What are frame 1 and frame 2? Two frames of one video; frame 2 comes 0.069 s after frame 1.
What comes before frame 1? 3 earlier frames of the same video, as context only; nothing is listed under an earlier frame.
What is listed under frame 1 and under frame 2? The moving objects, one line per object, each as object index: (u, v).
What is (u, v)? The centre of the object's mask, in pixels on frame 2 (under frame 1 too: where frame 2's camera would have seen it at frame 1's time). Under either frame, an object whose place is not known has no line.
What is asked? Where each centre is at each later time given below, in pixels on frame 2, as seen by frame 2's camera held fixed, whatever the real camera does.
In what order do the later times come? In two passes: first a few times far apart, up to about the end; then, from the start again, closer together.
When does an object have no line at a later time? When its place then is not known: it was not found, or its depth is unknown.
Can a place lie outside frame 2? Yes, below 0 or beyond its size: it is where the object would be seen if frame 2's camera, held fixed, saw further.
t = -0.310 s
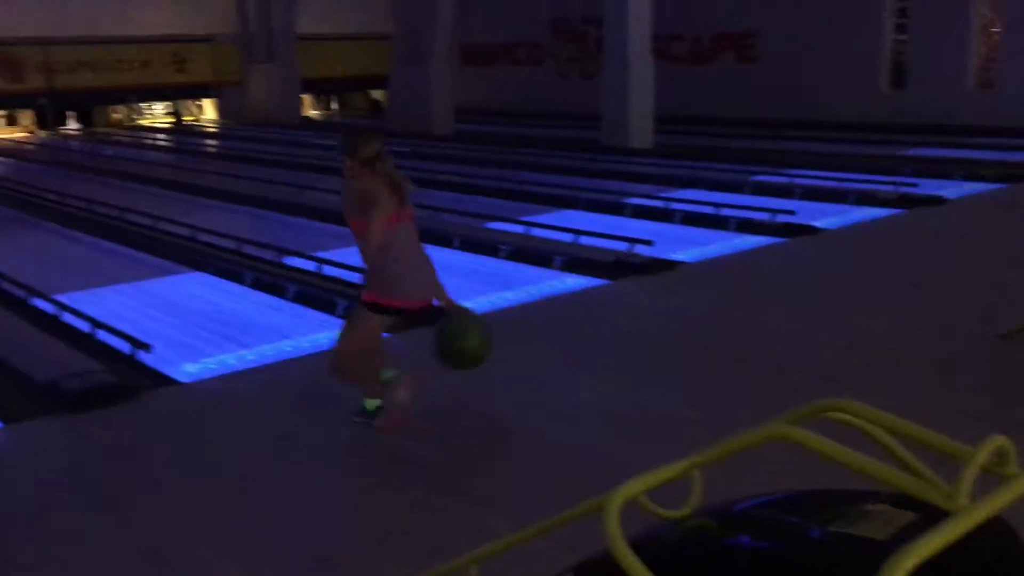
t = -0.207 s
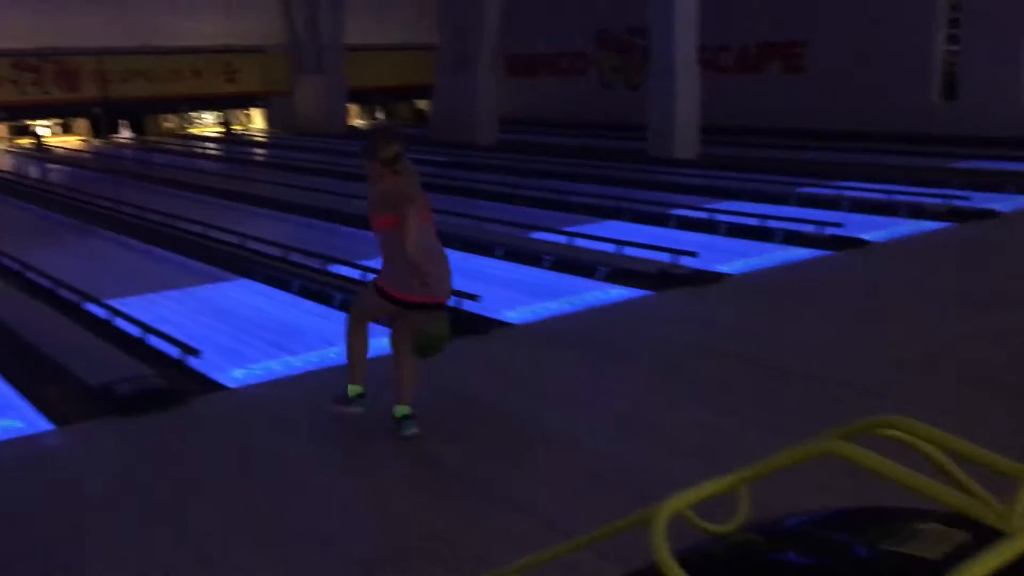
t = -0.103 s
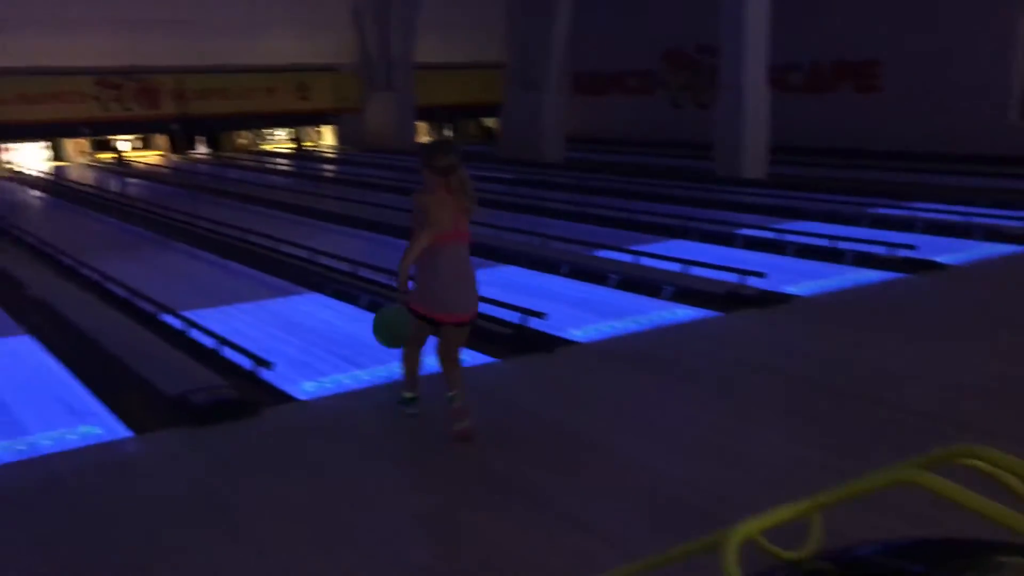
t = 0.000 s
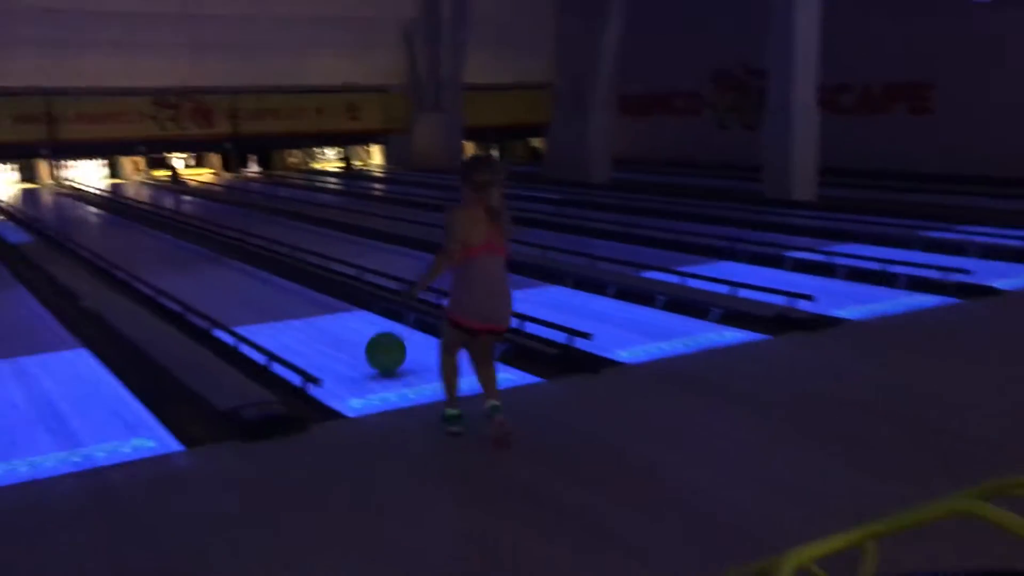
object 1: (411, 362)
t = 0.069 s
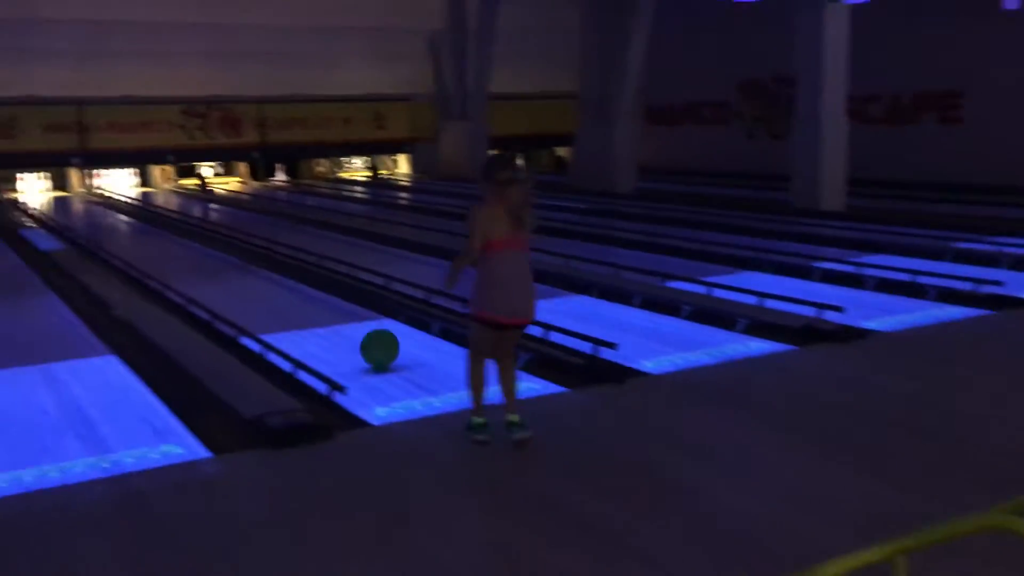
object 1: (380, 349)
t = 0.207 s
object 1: (326, 330)
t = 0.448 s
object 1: (253, 302)
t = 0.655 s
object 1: (206, 284)
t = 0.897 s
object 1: (157, 266)
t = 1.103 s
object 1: (129, 254)
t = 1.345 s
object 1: (115, 246)
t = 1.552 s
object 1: (106, 238)
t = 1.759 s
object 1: (97, 231)
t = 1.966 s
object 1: (89, 223)
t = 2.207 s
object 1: (79, 217)
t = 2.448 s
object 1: (73, 213)
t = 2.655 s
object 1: (66, 210)
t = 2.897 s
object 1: (61, 207)
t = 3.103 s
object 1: (55, 203)
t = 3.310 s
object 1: (48, 200)
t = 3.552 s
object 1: (43, 198)
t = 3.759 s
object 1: (39, 195)
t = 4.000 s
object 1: (34, 193)
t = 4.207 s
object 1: (30, 193)
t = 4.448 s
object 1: (27, 192)
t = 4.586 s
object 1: (18, 189)
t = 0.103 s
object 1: (365, 344)
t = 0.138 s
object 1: (351, 340)
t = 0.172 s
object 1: (339, 335)
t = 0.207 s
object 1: (326, 330)
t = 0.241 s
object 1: (314, 325)
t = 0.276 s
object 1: (302, 321)
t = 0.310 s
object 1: (292, 317)
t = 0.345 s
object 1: (281, 313)
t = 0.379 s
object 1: (272, 309)
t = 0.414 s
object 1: (262, 306)
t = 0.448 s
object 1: (253, 302)
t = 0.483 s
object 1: (245, 299)
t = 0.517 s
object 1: (237, 296)
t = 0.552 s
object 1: (229, 292)
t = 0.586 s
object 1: (221, 289)
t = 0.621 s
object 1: (213, 287)
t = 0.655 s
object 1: (206, 284)
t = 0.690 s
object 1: (199, 281)
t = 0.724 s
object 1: (193, 279)
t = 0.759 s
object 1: (187, 277)
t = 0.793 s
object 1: (180, 275)
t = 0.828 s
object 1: (174, 273)
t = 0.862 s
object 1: (162, 268)
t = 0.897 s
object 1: (157, 266)
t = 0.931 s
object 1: (152, 265)
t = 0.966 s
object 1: (147, 263)
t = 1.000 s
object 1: (140, 262)
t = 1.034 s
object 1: (137, 259)
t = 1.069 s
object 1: (133, 256)
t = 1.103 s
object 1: (129, 254)
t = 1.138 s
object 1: (127, 254)
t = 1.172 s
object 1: (125, 252)
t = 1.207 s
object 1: (122, 251)
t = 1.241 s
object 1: (120, 249)
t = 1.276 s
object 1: (118, 248)
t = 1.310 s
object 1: (117, 246)
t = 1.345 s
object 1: (115, 246)
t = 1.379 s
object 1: (114, 244)
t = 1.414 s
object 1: (112, 243)
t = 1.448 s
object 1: (111, 242)
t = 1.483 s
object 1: (108, 240)
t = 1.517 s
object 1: (106, 238)
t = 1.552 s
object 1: (106, 238)
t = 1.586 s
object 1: (104, 236)
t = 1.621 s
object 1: (104, 236)
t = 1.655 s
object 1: (102, 235)
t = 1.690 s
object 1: (101, 234)
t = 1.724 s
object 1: (99, 233)
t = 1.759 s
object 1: (97, 231)
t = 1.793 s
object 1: (96, 230)
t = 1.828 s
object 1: (95, 229)
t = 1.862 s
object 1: (92, 227)
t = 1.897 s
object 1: (91, 226)
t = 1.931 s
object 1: (90, 225)
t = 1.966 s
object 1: (89, 223)
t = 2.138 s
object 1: (82, 219)
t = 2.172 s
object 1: (81, 218)
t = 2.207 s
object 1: (79, 217)
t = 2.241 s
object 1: (78, 217)
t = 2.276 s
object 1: (77, 216)
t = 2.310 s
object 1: (76, 215)
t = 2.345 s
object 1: (75, 215)
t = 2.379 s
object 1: (74, 214)
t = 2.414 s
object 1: (74, 214)
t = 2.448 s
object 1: (73, 213)
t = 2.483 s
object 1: (71, 213)
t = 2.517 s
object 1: (70, 212)
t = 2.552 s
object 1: (69, 212)
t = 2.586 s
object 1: (69, 211)
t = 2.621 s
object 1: (67, 211)
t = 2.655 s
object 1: (66, 210)
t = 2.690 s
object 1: (66, 210)
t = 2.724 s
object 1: (66, 209)
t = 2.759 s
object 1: (63, 210)
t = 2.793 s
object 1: (63, 209)
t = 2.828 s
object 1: (63, 210)
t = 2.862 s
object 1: (61, 207)
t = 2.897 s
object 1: (61, 207)
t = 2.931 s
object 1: (60, 207)
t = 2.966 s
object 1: (59, 207)
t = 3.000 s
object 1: (58, 207)
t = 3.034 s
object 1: (55, 205)
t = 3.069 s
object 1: (55, 204)
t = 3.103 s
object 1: (55, 203)
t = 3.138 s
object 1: (52, 203)
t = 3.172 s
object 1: (51, 202)
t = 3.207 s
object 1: (50, 202)
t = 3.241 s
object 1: (49, 202)
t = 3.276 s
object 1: (49, 201)
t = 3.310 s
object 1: (48, 200)
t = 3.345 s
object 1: (47, 200)
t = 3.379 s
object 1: (46, 200)
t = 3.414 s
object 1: (46, 200)
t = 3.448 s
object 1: (46, 199)
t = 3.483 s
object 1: (45, 199)
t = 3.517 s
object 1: (44, 199)
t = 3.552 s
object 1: (43, 198)
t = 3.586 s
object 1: (42, 198)
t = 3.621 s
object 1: (41, 197)
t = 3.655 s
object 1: (41, 197)
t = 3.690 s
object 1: (40, 196)
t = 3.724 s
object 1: (40, 196)
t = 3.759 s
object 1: (39, 195)
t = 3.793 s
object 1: (38, 195)
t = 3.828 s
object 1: (38, 195)
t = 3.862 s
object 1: (37, 195)
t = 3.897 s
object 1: (36, 195)
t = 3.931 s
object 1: (35, 194)
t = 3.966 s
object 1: (34, 194)
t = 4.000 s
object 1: (34, 193)
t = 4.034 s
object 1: (33, 193)
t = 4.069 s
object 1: (32, 193)
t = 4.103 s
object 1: (31, 193)
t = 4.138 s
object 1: (31, 193)
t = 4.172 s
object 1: (30, 193)
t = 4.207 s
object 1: (30, 193)
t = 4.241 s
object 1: (29, 193)
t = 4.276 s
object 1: (29, 192)
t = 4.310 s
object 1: (29, 192)
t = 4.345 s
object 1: (28, 192)
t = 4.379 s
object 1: (28, 192)
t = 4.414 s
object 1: (28, 192)
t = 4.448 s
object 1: (27, 192)
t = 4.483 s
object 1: (24, 190)
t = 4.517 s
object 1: (22, 189)
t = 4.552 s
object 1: (20, 189)
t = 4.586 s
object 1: (18, 189)
